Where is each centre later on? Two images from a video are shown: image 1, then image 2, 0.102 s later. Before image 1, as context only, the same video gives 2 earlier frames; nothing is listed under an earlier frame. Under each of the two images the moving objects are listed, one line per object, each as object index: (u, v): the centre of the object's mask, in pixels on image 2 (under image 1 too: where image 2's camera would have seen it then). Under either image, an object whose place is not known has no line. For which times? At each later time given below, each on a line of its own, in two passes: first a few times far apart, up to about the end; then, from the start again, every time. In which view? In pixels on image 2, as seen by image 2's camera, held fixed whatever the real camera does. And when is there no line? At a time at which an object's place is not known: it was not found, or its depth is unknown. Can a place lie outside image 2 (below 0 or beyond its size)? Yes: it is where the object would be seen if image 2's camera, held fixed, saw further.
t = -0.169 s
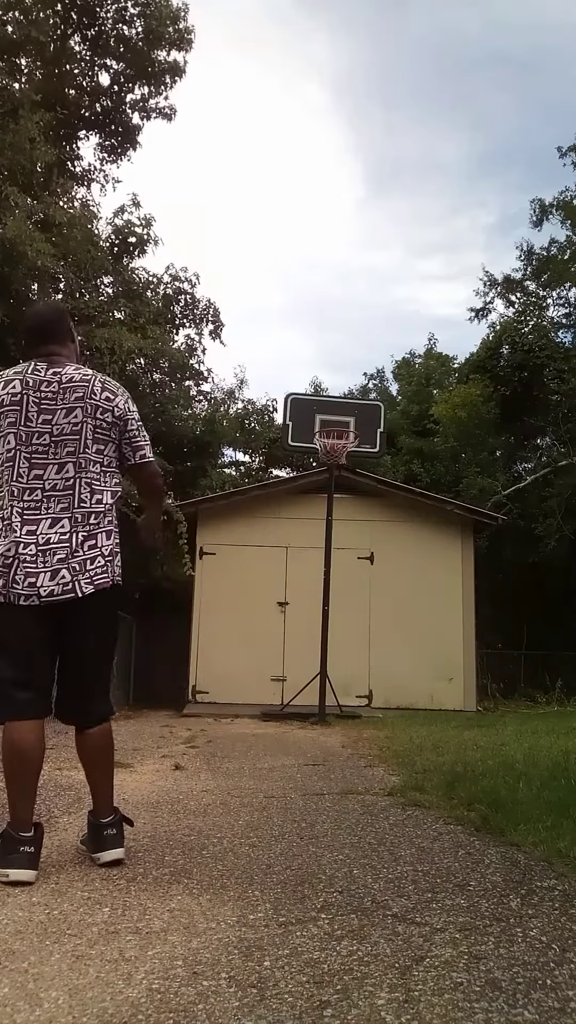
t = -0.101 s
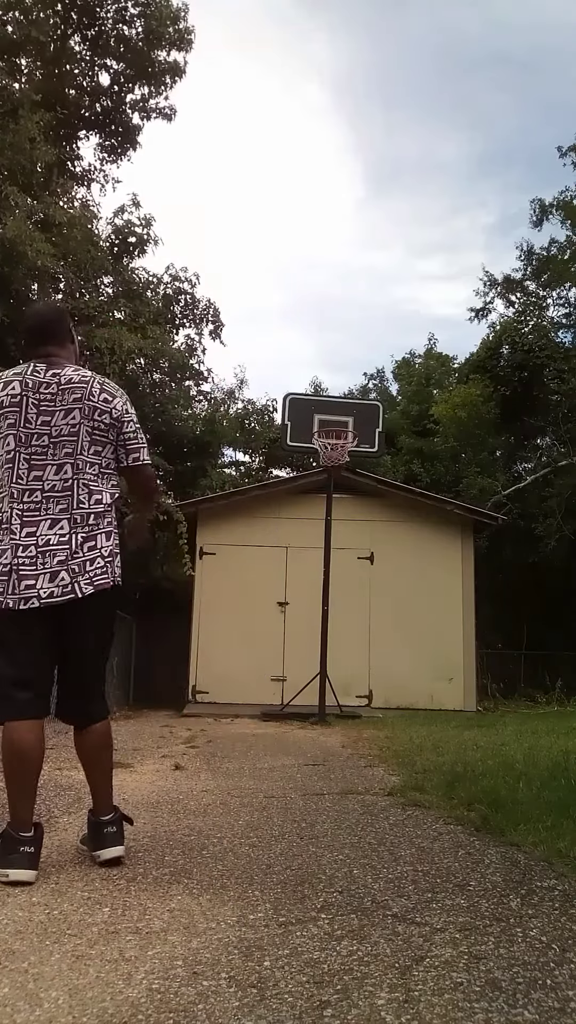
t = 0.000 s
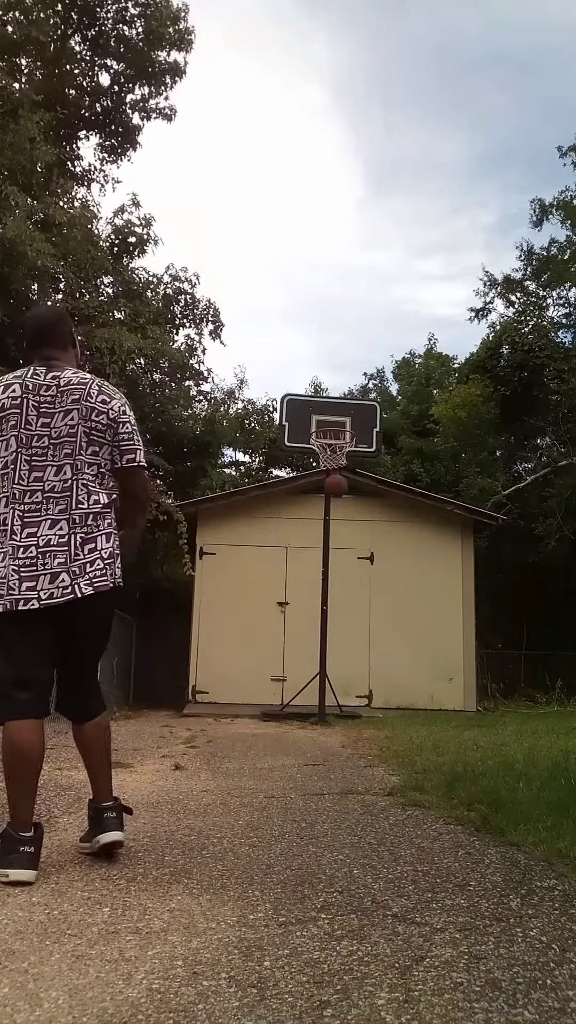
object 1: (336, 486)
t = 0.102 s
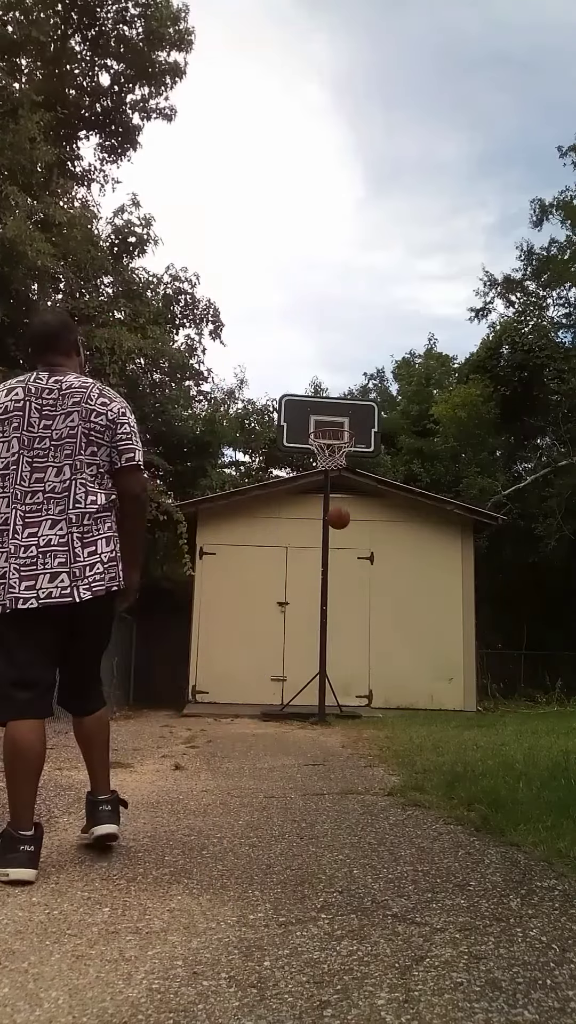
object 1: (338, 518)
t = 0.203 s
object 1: (341, 558)
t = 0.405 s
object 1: (347, 670)
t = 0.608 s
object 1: (358, 664)
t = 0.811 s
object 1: (373, 614)
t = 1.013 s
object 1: (388, 605)
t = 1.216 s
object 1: (402, 634)
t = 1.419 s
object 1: (418, 701)
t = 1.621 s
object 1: (426, 684)
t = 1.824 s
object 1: (433, 678)
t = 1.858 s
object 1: (434, 681)
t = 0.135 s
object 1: (340, 530)
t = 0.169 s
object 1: (340, 544)
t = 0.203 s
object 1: (341, 558)
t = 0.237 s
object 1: (342, 574)
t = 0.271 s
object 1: (343, 591)
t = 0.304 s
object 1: (344, 609)
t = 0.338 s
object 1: (345, 628)
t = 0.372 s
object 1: (346, 648)
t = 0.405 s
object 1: (347, 670)
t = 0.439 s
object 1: (348, 692)
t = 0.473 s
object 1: (349, 715)
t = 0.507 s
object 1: (351, 706)
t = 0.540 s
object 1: (354, 690)
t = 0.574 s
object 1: (356, 676)
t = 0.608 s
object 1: (358, 664)
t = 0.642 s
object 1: (361, 653)
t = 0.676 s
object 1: (363, 643)
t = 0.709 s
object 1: (366, 634)
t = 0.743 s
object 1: (368, 626)
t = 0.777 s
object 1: (371, 620)
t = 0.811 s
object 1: (373, 614)
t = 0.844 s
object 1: (375, 610)
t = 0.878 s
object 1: (378, 607)
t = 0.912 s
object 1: (380, 605)
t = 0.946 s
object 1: (383, 604)
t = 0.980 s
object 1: (385, 604)
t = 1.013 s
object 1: (388, 605)
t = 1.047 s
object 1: (390, 608)
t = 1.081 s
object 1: (392, 611)
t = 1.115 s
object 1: (395, 615)
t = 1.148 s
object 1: (397, 621)
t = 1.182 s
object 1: (400, 627)
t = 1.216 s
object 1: (402, 634)
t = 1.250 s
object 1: (405, 643)
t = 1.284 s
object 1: (408, 652)
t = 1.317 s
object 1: (410, 663)
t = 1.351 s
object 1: (413, 675)
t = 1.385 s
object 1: (416, 688)
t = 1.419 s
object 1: (418, 701)
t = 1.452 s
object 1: (420, 714)
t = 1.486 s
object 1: (422, 710)
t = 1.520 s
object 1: (423, 702)
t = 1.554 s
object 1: (424, 695)
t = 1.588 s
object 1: (425, 689)
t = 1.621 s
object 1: (426, 684)
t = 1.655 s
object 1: (427, 681)
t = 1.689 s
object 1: (428, 678)
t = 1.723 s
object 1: (429, 677)
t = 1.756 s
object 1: (431, 676)
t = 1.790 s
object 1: (432, 676)
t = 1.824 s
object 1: (433, 678)
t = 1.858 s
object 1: (434, 681)
